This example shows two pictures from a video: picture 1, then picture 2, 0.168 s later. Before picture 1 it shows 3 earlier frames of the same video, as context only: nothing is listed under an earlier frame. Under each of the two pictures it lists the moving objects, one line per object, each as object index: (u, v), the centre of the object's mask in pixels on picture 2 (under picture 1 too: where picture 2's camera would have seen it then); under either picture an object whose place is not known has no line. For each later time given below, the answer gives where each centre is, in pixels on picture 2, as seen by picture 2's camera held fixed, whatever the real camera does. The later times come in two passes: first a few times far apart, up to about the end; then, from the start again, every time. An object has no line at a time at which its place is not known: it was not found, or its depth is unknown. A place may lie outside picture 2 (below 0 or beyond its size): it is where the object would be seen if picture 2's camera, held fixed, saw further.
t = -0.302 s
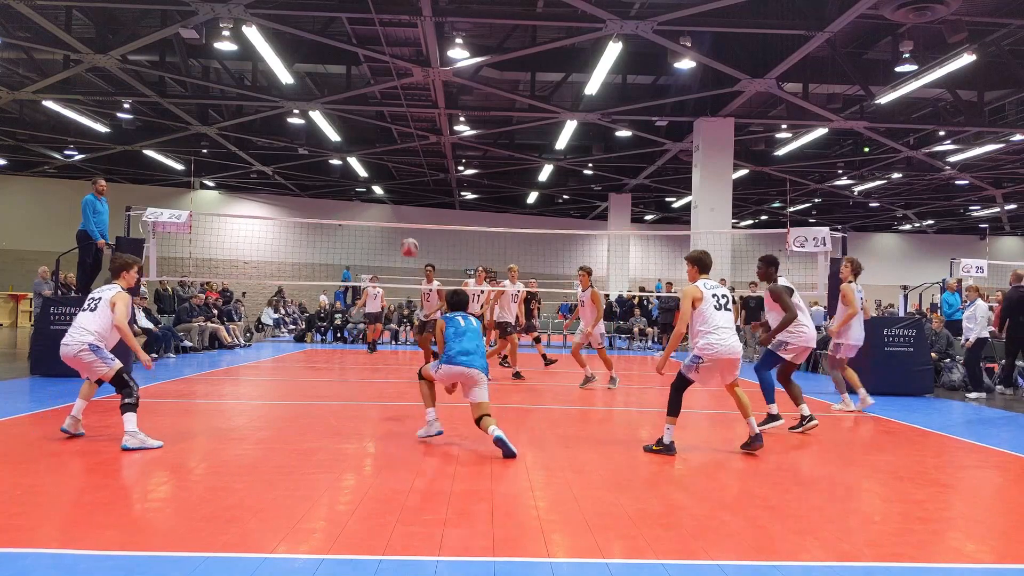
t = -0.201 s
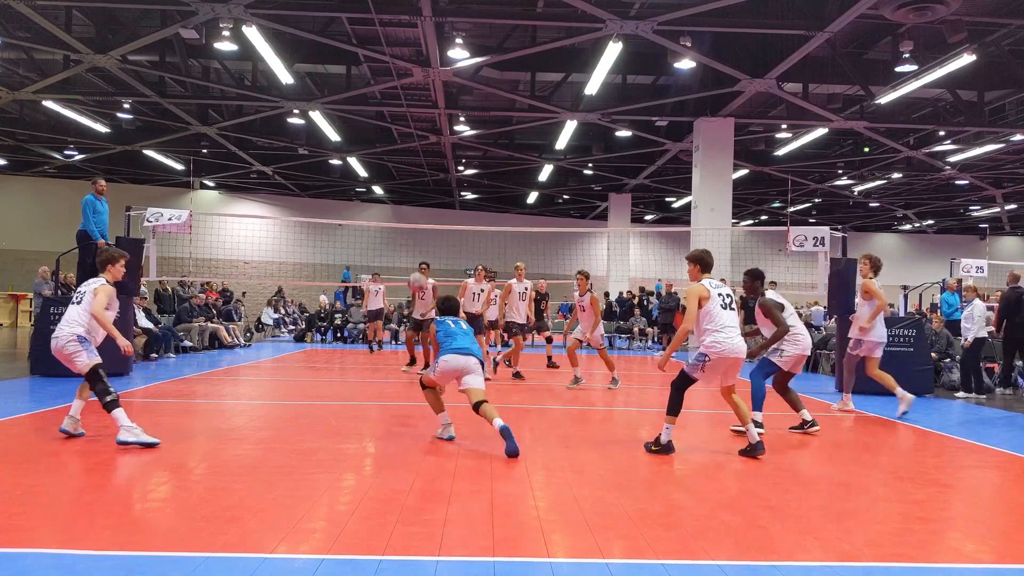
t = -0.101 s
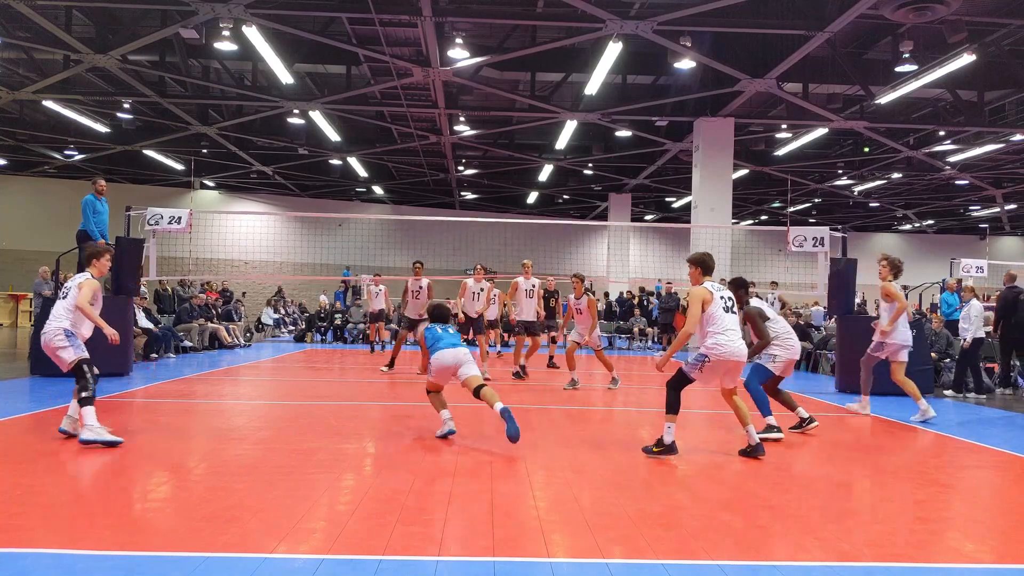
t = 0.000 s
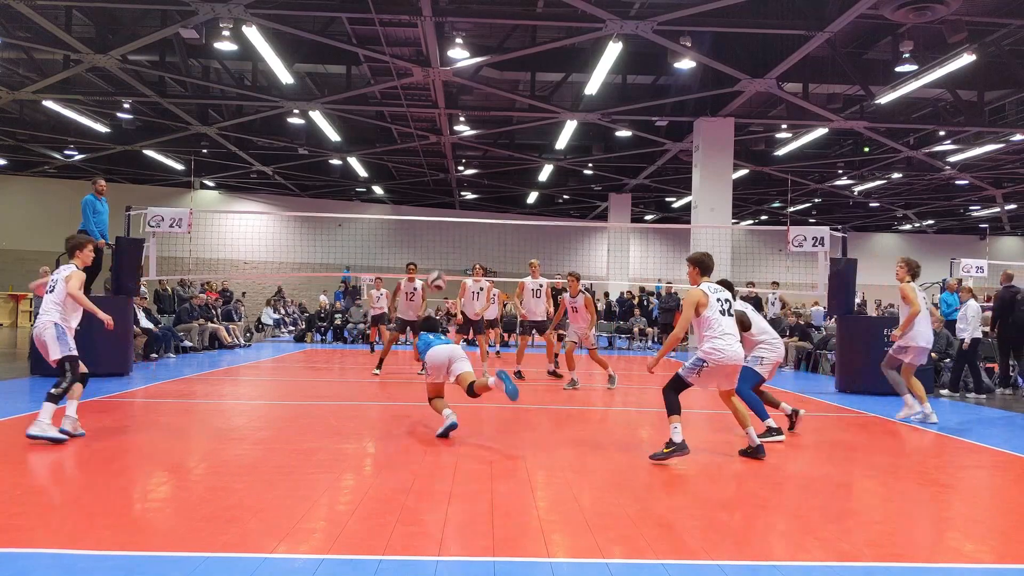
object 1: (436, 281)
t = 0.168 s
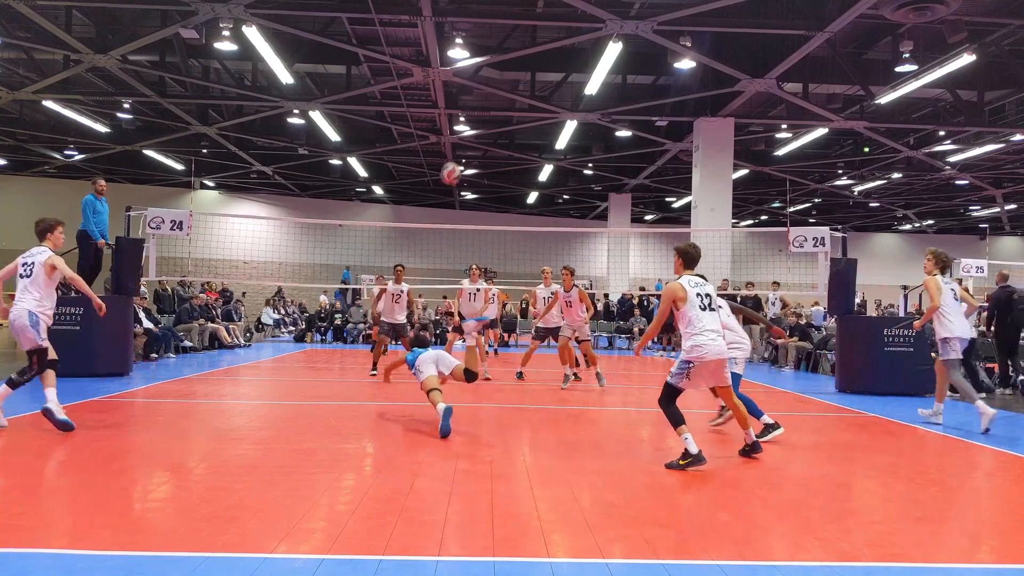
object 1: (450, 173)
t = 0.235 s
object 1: (456, 140)
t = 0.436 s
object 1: (472, 63)
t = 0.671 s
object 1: (489, 22)
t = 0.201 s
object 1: (454, 156)
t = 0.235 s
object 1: (456, 140)
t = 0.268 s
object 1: (458, 123)
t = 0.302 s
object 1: (461, 109)
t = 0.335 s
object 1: (464, 96)
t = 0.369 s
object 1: (467, 84)
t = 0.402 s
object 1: (470, 74)
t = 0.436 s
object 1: (472, 63)
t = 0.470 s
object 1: (475, 53)
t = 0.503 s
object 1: (477, 46)
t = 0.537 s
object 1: (479, 40)
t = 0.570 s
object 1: (482, 34)
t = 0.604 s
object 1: (484, 29)
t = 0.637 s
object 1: (486, 25)
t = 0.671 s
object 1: (489, 22)
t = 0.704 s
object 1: (491, 20)
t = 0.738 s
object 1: (493, 19)
